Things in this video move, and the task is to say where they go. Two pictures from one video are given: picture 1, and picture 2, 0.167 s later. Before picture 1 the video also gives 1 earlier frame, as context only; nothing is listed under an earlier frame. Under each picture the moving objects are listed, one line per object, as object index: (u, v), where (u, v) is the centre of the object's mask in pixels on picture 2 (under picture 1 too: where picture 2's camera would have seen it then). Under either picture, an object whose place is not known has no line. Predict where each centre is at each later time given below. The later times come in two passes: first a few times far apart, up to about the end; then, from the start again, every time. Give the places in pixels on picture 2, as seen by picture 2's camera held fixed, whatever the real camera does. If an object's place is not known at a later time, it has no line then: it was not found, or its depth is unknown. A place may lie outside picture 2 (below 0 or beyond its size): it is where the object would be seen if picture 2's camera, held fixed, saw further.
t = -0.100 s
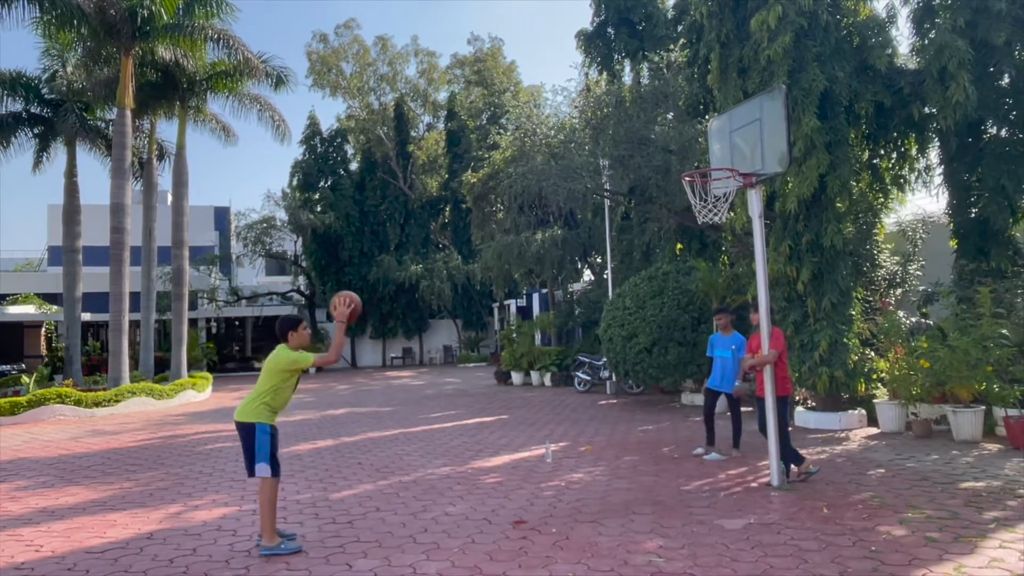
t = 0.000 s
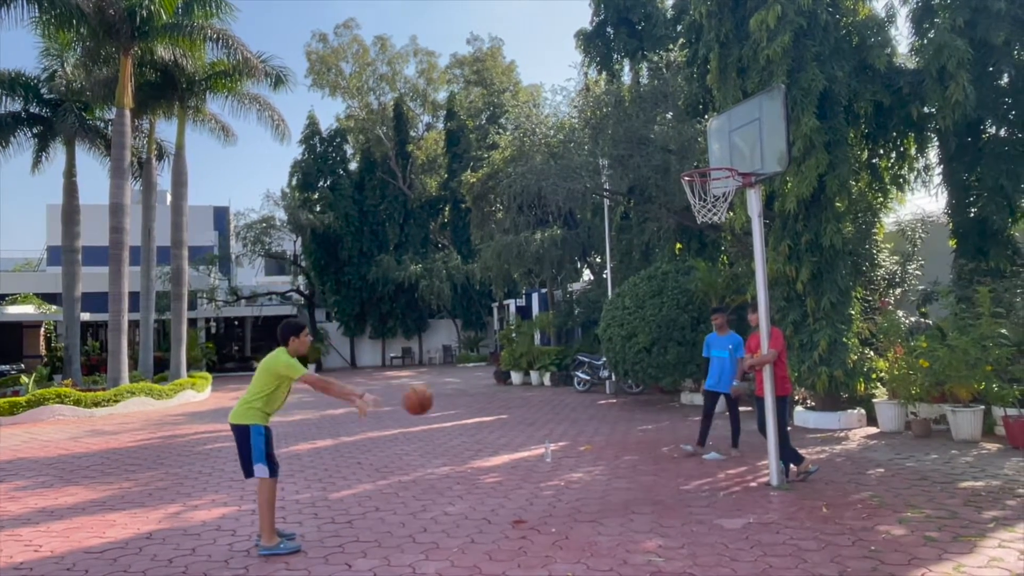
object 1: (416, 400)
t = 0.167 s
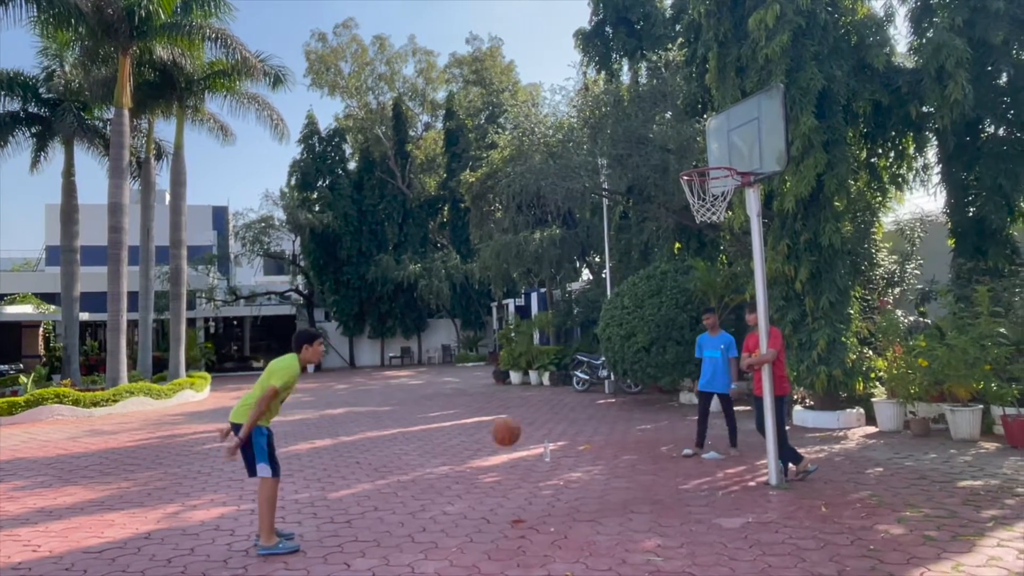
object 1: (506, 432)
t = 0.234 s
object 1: (527, 367)
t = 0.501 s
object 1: (610, 177)
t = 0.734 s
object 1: (680, 94)
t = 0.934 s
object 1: (741, 74)
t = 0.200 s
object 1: (517, 398)
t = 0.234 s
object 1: (527, 367)
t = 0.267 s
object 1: (537, 336)
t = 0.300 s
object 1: (548, 309)
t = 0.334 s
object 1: (558, 282)
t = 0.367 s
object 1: (569, 259)
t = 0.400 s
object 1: (579, 236)
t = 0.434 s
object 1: (589, 215)
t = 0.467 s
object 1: (600, 195)
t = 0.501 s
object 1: (610, 177)
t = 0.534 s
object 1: (620, 160)
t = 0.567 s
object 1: (630, 145)
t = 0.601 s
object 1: (640, 132)
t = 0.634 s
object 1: (650, 120)
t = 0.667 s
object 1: (660, 110)
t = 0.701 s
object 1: (671, 101)
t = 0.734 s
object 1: (680, 94)
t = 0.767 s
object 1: (690, 87)
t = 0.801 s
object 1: (700, 82)
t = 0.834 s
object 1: (711, 77)
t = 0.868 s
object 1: (720, 75)
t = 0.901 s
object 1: (731, 74)
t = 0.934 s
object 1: (741, 74)
